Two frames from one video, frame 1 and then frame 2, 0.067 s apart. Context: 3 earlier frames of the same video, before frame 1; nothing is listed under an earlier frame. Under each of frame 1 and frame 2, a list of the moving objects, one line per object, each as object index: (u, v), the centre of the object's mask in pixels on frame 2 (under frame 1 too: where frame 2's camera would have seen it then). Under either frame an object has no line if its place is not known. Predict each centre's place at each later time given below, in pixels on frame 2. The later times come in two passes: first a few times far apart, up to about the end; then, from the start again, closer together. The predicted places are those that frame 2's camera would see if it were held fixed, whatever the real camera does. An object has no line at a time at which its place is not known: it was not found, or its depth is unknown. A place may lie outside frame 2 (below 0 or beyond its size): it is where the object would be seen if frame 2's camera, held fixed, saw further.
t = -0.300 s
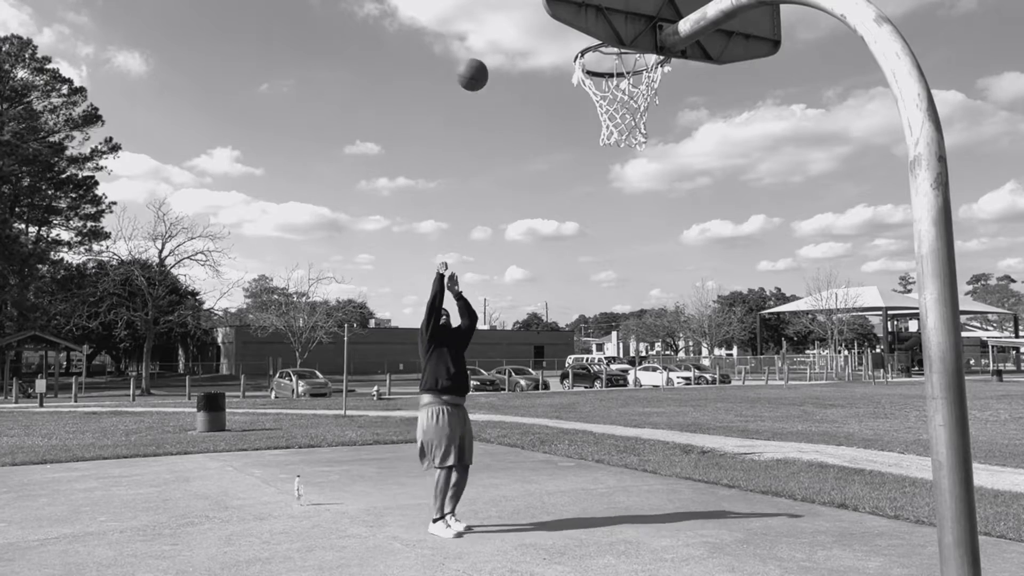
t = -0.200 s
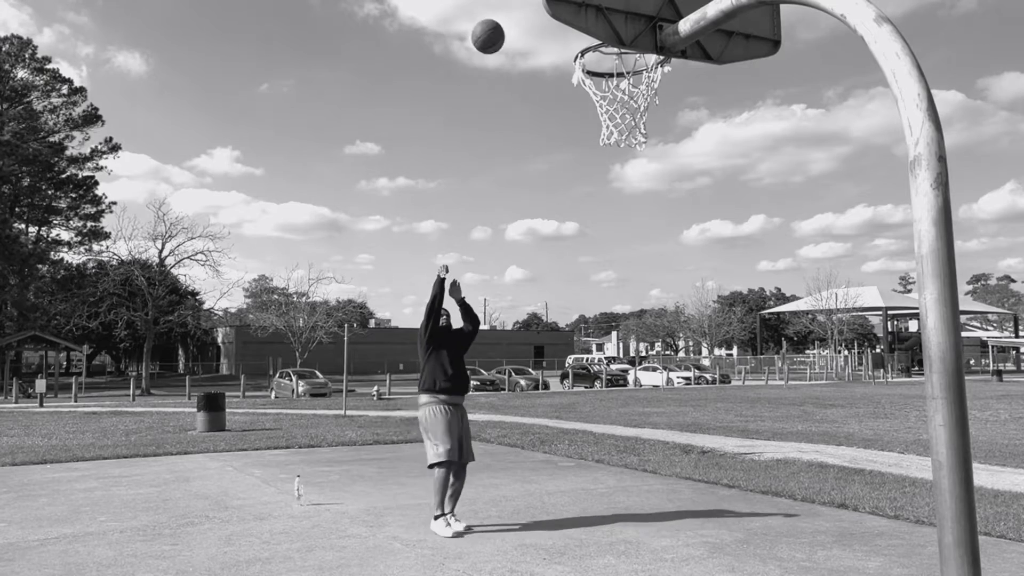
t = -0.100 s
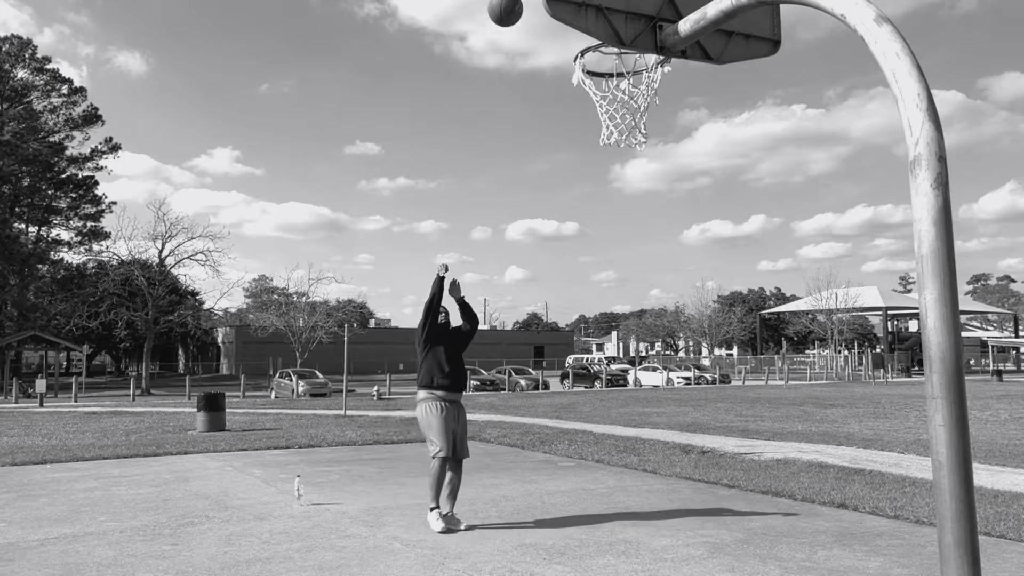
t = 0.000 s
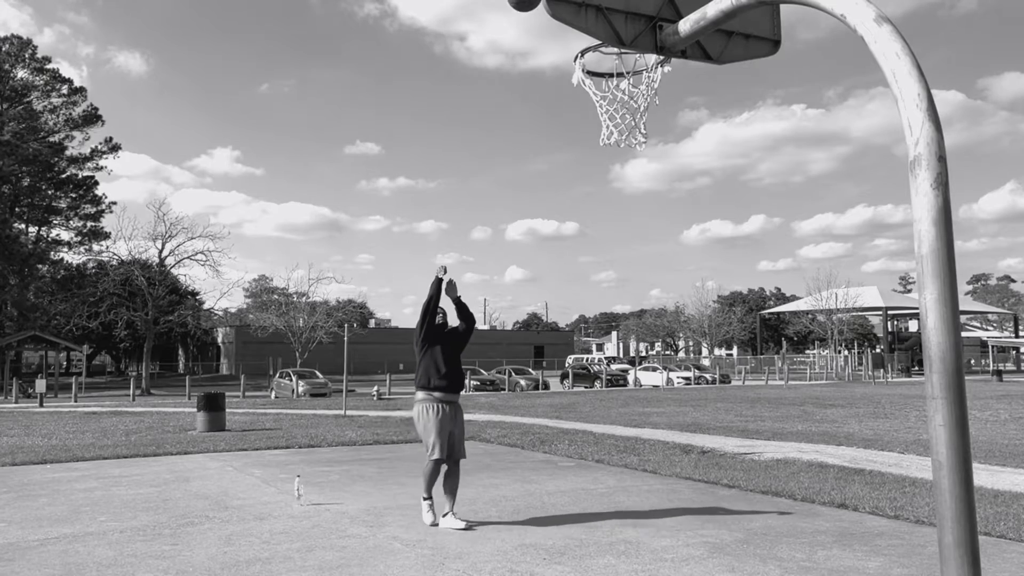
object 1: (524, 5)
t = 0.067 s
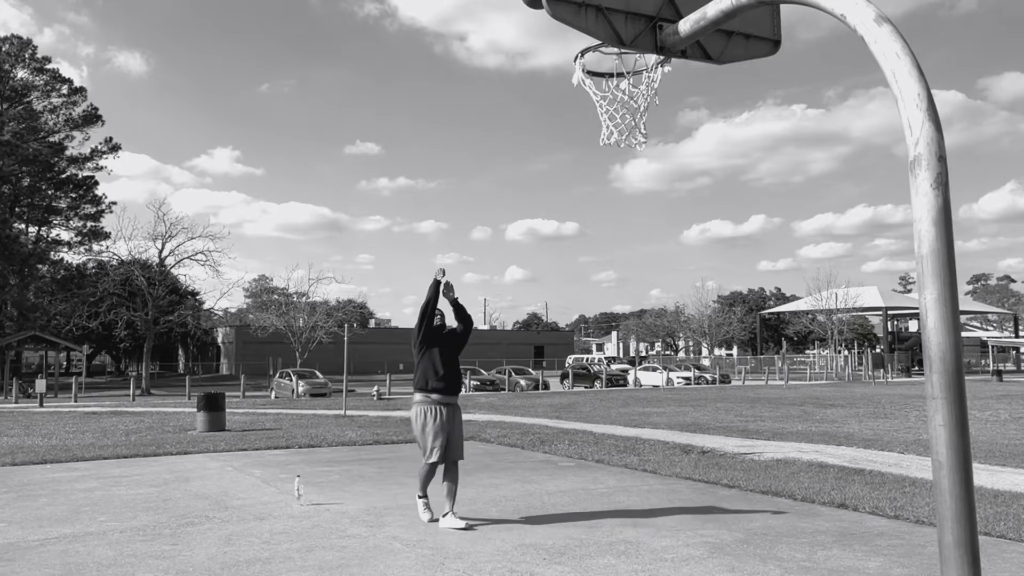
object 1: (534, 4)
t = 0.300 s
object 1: (591, 49)
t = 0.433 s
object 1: (629, 84)
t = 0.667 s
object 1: (653, 116)
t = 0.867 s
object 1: (674, 226)
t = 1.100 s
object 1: (702, 456)
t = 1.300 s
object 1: (719, 556)
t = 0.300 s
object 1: (591, 49)
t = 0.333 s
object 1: (605, 63)
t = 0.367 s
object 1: (616, 75)
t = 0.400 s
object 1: (625, 84)
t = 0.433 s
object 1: (629, 84)
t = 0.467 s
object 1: (635, 98)
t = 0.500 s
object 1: (635, 93)
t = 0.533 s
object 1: (639, 92)
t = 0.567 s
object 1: (643, 93)
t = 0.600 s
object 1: (647, 97)
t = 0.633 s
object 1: (650, 106)
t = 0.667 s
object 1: (653, 116)
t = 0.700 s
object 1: (657, 129)
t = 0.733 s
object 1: (661, 145)
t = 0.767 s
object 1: (664, 161)
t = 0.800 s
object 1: (667, 181)
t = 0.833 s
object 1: (671, 202)
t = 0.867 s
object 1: (674, 226)
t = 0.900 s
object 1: (678, 252)
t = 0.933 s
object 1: (682, 280)
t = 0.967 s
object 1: (686, 310)
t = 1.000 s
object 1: (689, 343)
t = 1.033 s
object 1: (693, 378)
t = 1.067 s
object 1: (697, 415)
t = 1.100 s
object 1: (702, 456)
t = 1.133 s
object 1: (706, 498)
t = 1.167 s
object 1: (710, 544)
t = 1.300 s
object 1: (719, 556)
